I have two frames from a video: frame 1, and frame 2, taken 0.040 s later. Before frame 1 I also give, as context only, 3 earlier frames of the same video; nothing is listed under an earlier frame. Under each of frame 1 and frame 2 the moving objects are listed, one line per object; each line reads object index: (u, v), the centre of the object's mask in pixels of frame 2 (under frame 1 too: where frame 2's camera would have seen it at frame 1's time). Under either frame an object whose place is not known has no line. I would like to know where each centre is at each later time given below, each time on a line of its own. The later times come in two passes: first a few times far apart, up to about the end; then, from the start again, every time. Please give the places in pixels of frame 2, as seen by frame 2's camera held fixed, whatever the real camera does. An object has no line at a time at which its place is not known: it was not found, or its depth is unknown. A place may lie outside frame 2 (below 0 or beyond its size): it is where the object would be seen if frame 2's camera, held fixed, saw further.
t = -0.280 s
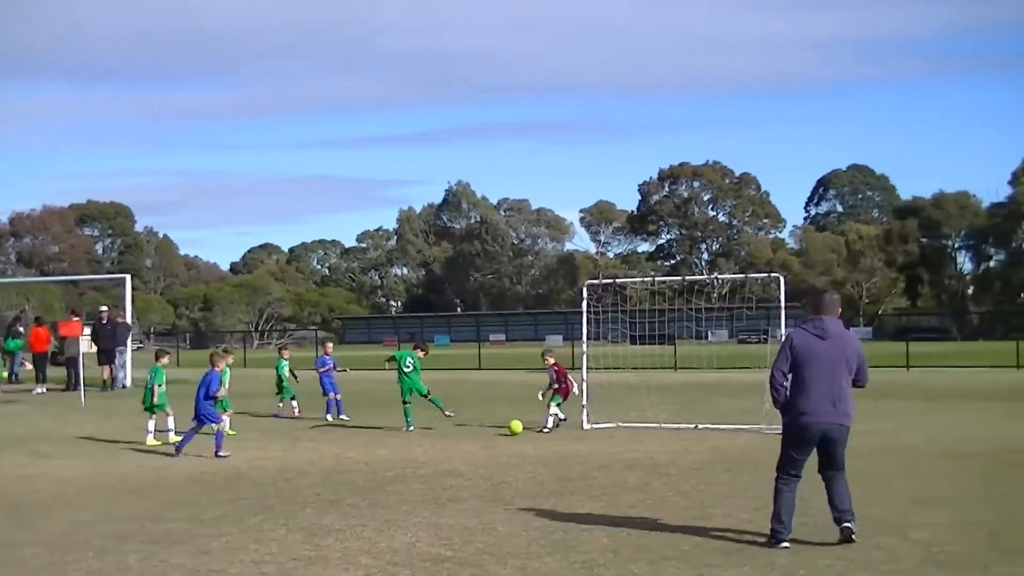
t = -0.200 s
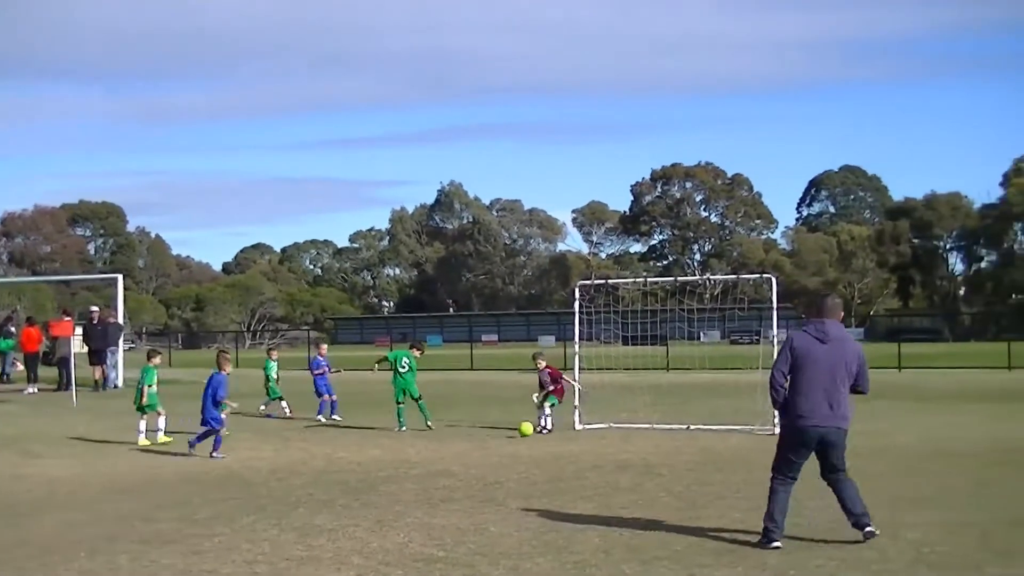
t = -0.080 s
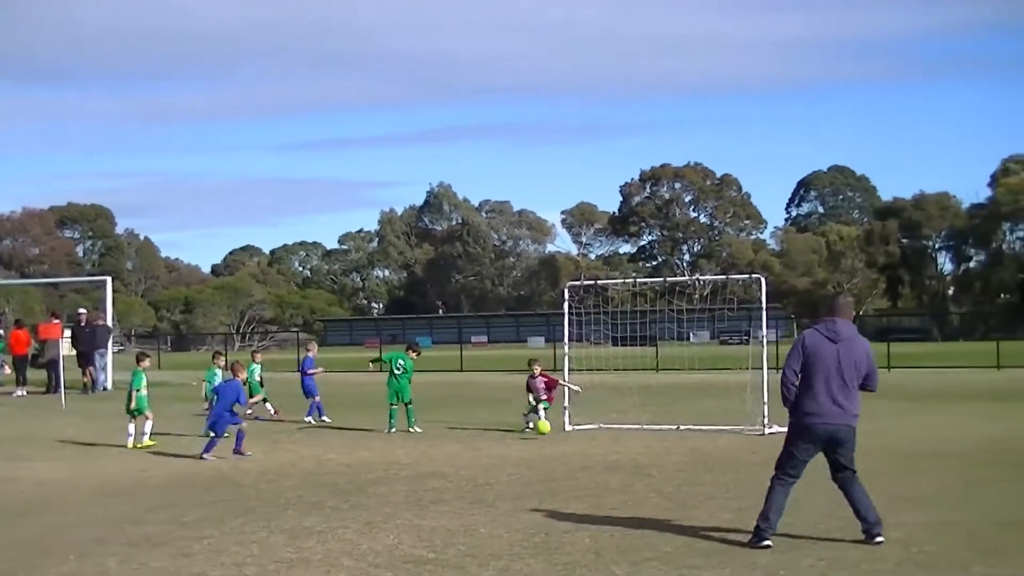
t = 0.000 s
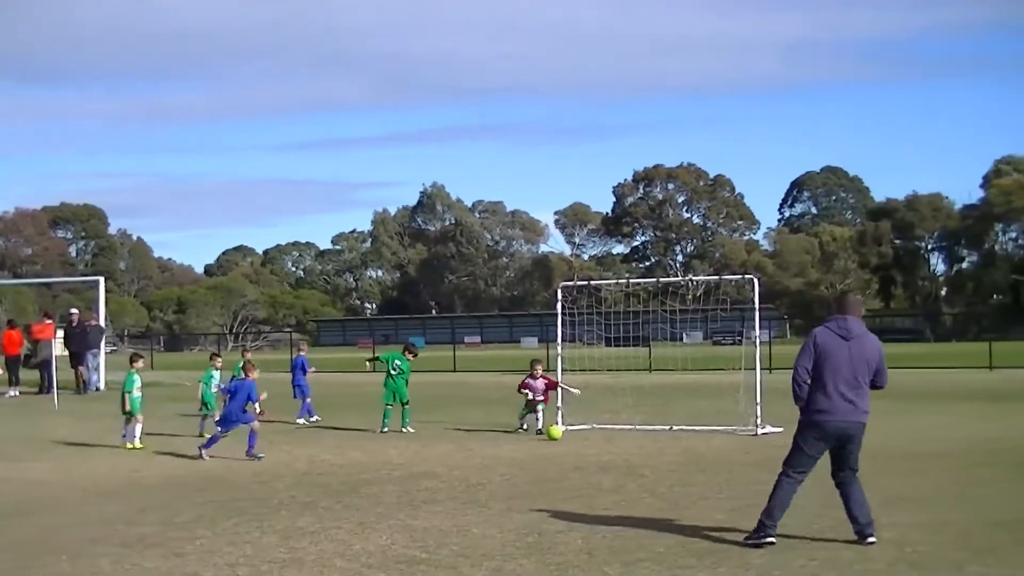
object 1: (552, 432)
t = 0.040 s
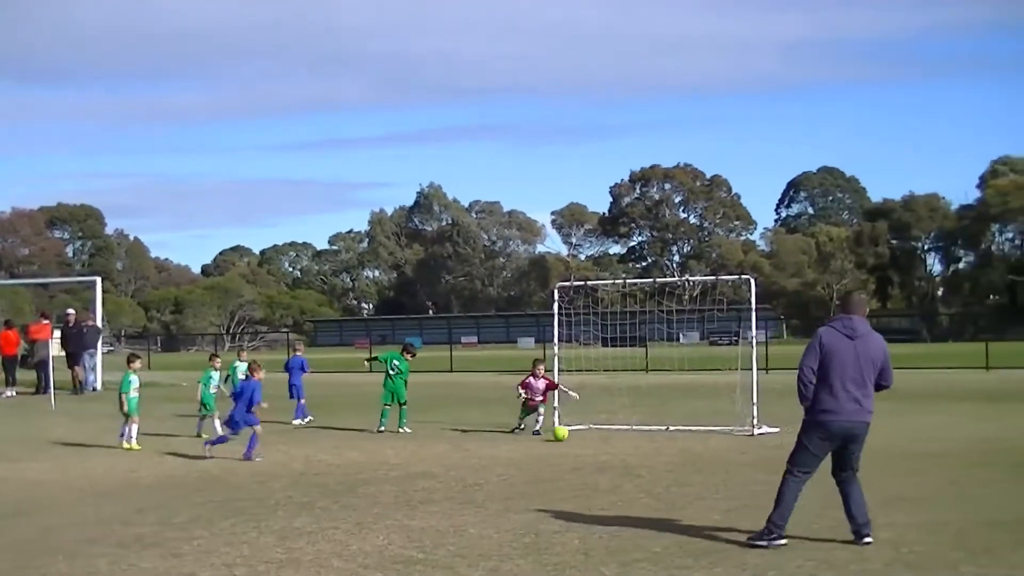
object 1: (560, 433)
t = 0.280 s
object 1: (619, 440)
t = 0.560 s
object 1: (687, 445)
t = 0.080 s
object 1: (570, 433)
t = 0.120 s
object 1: (579, 435)
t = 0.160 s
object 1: (589, 437)
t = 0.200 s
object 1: (599, 437)
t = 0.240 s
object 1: (609, 439)
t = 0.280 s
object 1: (619, 440)
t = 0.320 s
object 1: (628, 440)
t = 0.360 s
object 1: (638, 441)
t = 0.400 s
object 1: (649, 442)
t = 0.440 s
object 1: (658, 441)
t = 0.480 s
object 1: (668, 441)
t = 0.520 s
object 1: (678, 443)
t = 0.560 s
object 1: (687, 445)
